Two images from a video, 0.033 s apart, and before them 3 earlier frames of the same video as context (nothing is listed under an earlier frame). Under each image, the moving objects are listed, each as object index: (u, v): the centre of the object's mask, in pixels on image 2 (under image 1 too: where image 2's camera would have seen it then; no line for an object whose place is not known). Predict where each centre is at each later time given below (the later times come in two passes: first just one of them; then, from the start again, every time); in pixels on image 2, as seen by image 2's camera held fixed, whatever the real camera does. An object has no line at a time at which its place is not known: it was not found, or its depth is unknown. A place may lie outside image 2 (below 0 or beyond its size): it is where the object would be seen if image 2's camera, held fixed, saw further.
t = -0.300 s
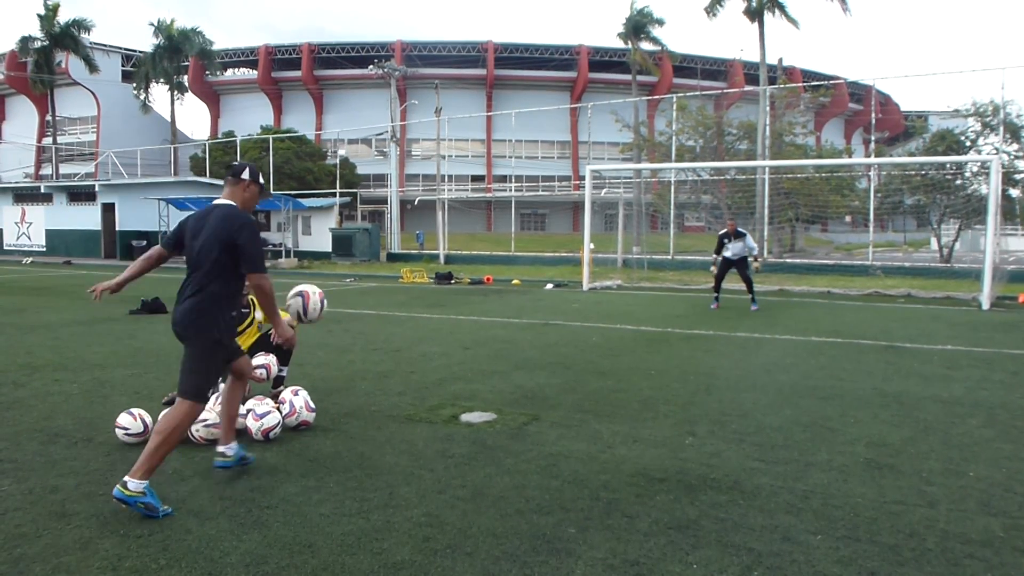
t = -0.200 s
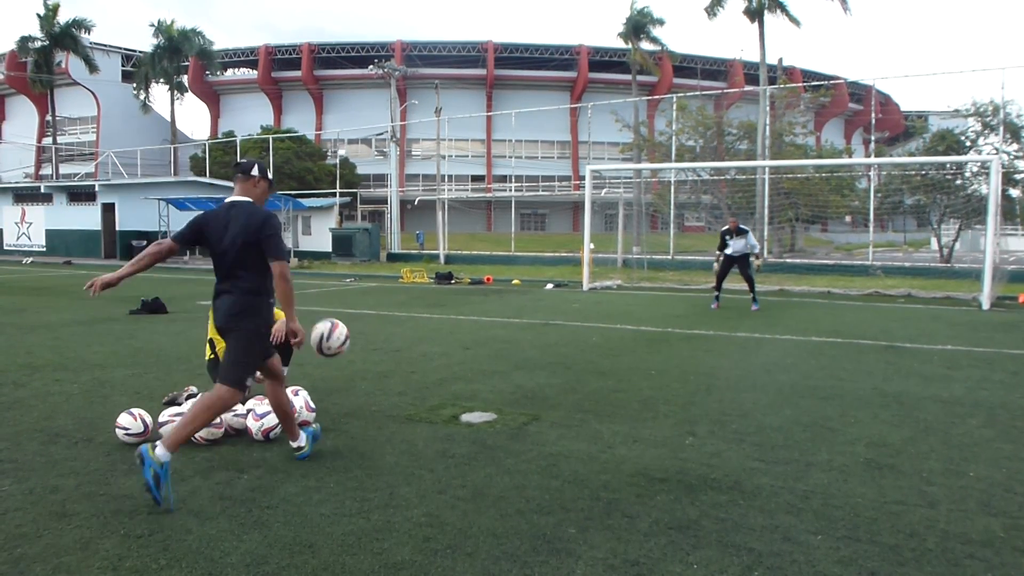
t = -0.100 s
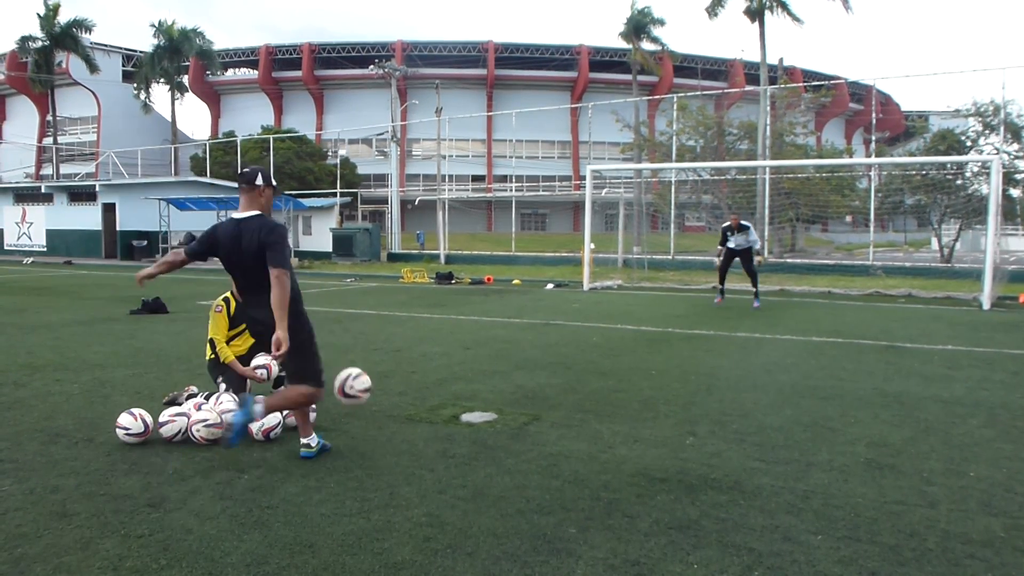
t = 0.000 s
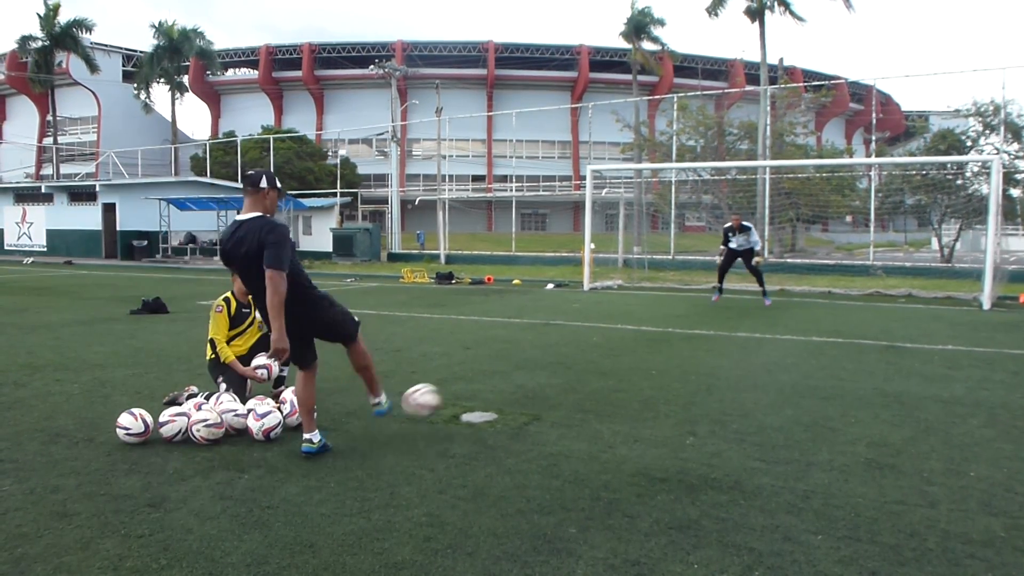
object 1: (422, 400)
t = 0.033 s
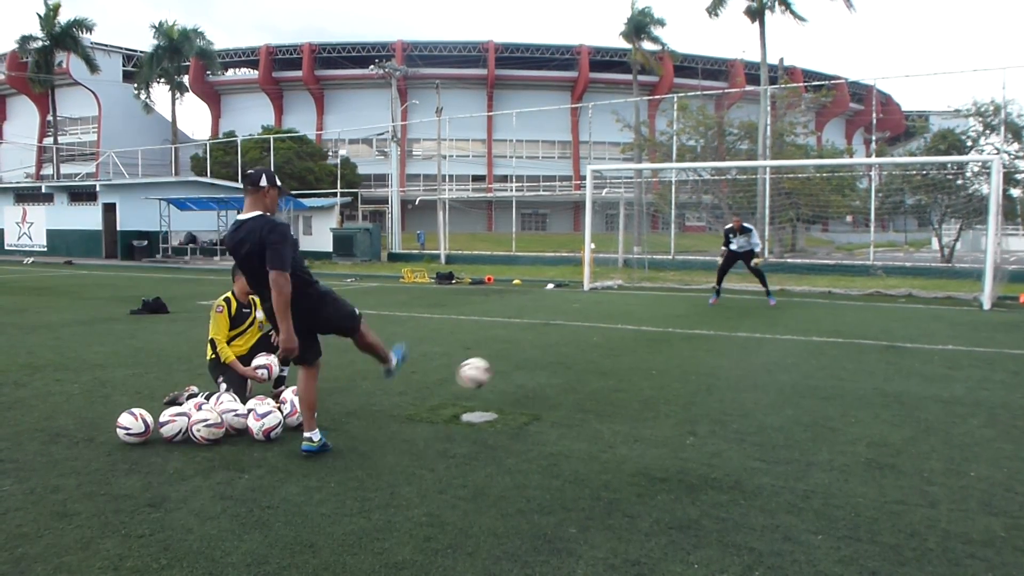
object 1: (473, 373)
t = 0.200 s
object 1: (640, 299)
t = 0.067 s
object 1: (517, 351)
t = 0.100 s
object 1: (554, 333)
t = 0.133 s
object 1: (587, 319)
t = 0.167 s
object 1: (615, 308)
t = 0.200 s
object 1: (640, 299)
